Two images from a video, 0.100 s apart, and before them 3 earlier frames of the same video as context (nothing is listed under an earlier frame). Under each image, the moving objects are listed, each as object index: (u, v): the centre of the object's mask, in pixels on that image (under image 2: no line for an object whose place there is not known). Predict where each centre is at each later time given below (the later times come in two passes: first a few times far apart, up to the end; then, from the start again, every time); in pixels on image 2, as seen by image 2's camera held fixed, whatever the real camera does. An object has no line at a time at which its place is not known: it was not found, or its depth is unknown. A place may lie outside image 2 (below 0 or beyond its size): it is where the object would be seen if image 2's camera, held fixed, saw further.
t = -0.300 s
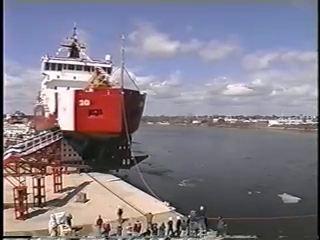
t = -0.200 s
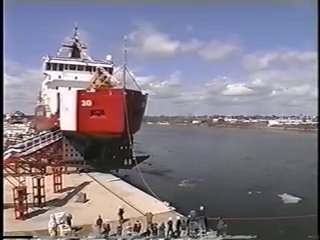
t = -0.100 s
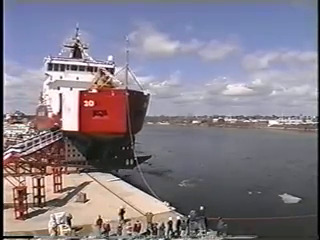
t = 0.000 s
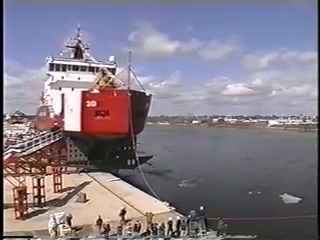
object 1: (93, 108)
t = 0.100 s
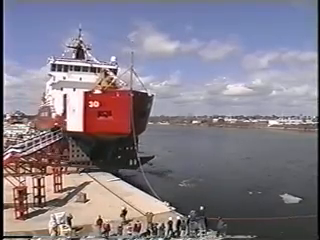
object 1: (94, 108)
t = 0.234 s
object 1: (97, 108)
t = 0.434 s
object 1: (99, 110)
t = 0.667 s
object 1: (103, 110)
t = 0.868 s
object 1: (106, 111)
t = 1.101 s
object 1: (111, 112)
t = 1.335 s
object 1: (115, 114)
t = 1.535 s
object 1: (119, 116)
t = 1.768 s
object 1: (124, 120)
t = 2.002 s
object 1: (128, 124)
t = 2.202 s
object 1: (132, 126)
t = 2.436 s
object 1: (140, 126)
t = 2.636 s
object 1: (145, 127)
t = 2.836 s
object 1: (148, 128)
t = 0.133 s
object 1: (94, 108)
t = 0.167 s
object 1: (96, 107)
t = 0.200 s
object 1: (96, 108)
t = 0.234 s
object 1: (97, 108)
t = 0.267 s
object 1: (97, 108)
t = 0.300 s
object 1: (98, 108)
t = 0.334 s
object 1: (99, 108)
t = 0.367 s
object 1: (98, 109)
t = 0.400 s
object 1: (99, 109)
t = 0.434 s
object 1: (99, 110)
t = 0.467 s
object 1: (100, 110)
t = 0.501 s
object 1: (100, 110)
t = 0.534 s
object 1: (101, 110)
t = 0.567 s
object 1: (101, 110)
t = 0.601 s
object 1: (102, 110)
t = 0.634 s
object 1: (102, 110)
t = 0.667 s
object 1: (103, 110)
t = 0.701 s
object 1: (103, 110)
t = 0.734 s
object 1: (104, 110)
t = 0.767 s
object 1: (105, 111)
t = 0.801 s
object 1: (105, 111)
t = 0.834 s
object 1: (105, 111)
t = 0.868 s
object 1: (106, 111)
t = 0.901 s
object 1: (107, 111)
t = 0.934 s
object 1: (107, 111)
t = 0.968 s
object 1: (109, 111)
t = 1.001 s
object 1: (109, 111)
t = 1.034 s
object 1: (110, 112)
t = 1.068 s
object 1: (110, 112)
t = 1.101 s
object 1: (111, 112)
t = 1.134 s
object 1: (112, 112)
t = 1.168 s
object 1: (112, 112)
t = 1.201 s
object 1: (113, 113)
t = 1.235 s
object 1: (114, 113)
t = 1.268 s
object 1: (114, 114)
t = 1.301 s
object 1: (115, 114)
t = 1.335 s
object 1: (115, 114)
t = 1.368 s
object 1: (116, 114)
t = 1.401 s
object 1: (117, 114)
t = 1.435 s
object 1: (118, 114)
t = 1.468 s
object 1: (118, 115)
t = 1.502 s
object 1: (119, 116)
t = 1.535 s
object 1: (119, 116)
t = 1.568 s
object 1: (120, 117)
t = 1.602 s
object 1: (121, 117)
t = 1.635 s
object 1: (122, 117)
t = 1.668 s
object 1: (123, 117)
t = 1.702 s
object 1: (124, 118)
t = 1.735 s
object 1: (125, 119)
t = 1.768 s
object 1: (124, 120)
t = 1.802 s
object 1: (126, 120)
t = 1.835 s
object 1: (126, 120)
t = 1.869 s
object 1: (127, 121)
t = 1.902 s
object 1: (127, 122)
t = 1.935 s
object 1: (127, 123)
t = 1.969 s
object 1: (129, 123)
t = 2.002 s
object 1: (128, 124)
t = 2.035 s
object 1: (129, 124)
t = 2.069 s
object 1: (130, 125)
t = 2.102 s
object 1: (130, 125)
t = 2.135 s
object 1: (131, 125)
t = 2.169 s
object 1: (132, 125)
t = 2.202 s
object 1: (132, 126)
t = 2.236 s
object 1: (133, 126)
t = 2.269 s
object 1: (134, 126)
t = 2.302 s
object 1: (135, 126)
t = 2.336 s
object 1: (135, 126)
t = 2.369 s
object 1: (136, 126)
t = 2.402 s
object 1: (140, 127)
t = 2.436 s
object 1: (140, 126)
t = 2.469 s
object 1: (141, 126)
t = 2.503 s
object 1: (142, 126)
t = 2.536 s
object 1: (143, 126)
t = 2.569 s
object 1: (143, 126)
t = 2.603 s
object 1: (144, 127)
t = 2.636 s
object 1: (145, 127)
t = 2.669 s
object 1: (144, 127)
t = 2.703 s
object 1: (145, 127)
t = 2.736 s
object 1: (146, 127)
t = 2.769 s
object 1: (146, 128)
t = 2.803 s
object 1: (147, 128)
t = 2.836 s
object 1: (148, 128)
